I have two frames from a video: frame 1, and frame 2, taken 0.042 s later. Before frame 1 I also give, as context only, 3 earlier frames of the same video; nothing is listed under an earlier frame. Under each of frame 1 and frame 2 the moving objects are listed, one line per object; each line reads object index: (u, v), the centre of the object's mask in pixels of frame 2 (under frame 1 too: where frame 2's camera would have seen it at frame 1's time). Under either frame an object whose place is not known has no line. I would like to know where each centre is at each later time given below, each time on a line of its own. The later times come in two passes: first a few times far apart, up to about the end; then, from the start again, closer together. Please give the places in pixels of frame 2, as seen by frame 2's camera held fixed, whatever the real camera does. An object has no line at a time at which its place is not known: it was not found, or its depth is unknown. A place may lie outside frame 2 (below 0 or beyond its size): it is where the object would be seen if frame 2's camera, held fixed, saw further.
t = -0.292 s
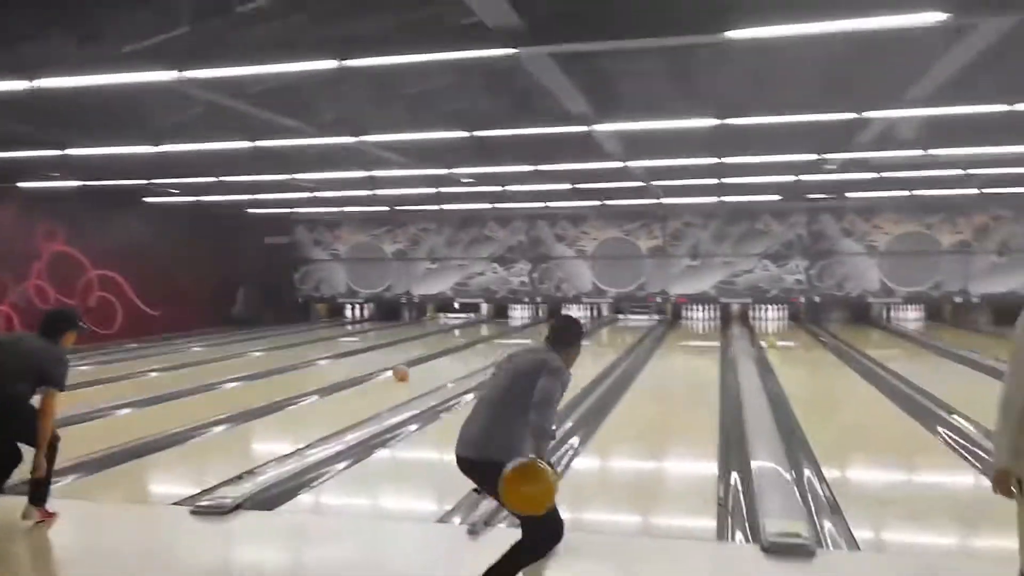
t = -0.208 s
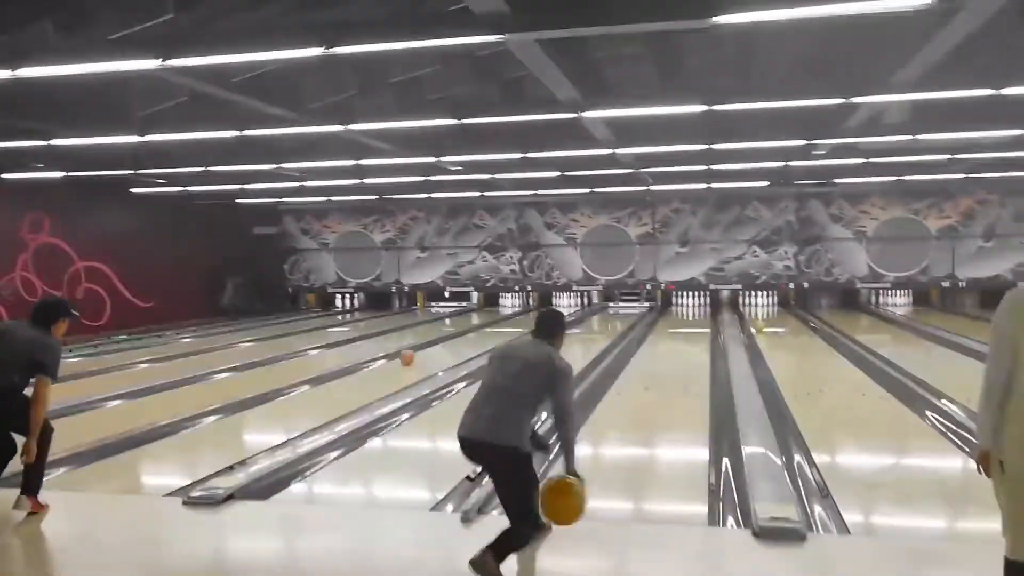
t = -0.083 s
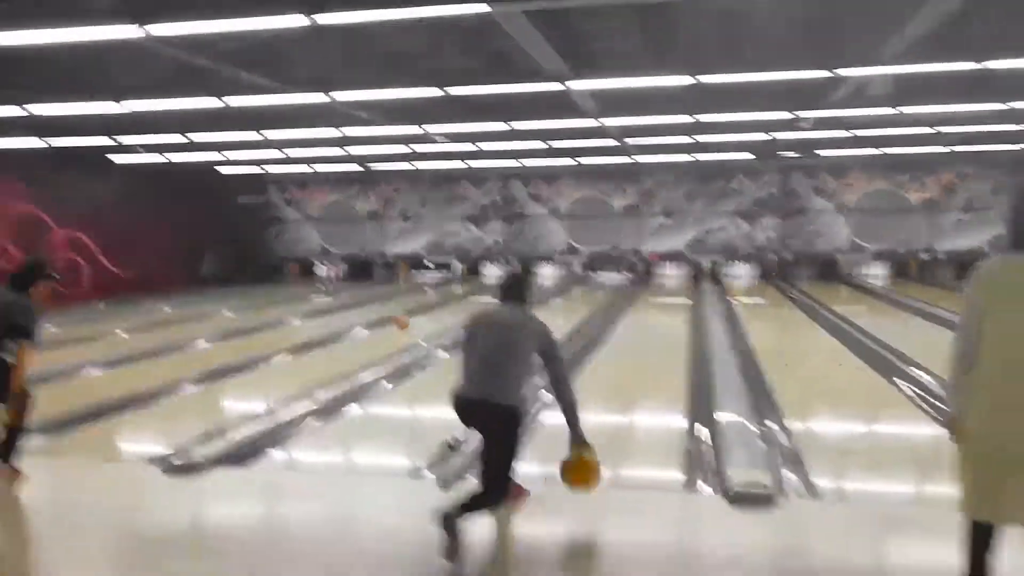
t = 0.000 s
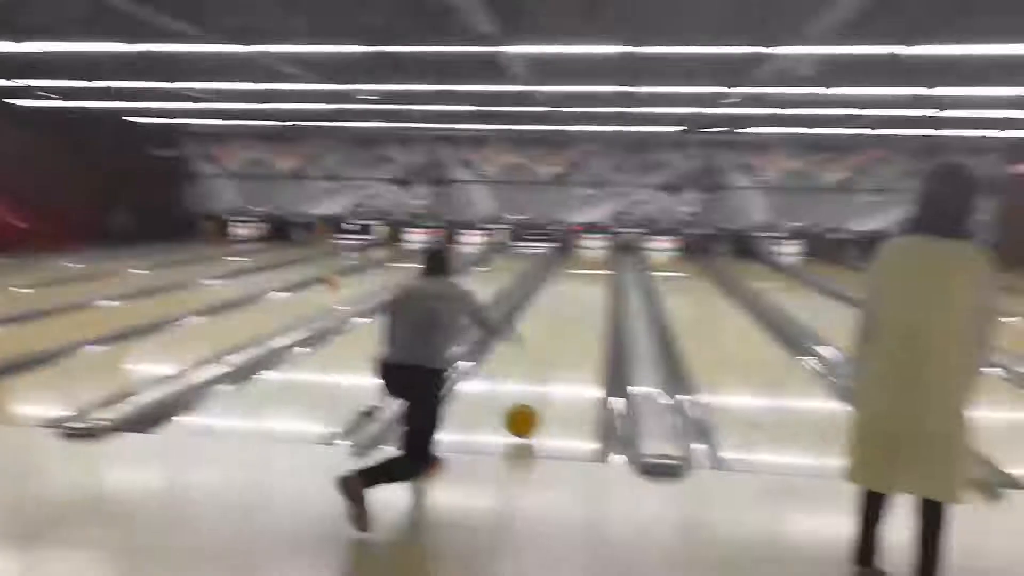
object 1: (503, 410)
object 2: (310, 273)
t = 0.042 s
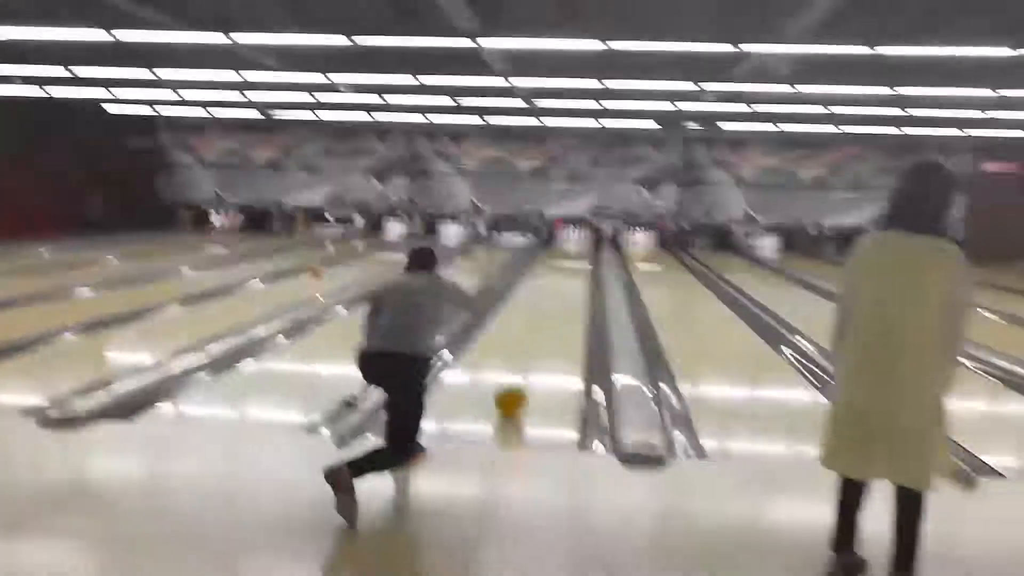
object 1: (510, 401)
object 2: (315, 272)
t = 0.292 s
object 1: (548, 344)
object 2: (347, 263)
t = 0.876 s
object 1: (582, 289)
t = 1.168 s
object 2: (405, 246)
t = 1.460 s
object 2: (418, 242)
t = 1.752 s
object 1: (600, 254)
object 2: (429, 238)
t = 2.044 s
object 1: (600, 250)
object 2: (432, 240)
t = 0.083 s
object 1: (516, 390)
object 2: (322, 271)
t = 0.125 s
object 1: (527, 376)
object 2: (331, 267)
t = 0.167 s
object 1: (532, 367)
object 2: (333, 266)
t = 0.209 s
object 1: (536, 361)
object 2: (336, 266)
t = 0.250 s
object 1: (541, 355)
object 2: (340, 263)
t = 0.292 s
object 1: (548, 344)
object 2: (347, 263)
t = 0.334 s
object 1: (551, 339)
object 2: (349, 262)
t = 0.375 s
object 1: (554, 335)
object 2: (353, 263)
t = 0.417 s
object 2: (355, 261)
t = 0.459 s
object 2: (362, 260)
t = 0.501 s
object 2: (363, 260)
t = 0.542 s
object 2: (364, 258)
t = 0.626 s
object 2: (375, 255)
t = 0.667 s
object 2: (376, 255)
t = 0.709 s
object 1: (575, 300)
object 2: (380, 254)
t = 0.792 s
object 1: (579, 293)
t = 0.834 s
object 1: (581, 291)
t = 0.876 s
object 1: (582, 289)
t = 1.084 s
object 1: (588, 276)
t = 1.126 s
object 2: (404, 247)
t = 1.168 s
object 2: (405, 246)
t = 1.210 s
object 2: (406, 245)
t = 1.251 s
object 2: (406, 245)
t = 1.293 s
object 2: (411, 244)
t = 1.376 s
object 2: (414, 244)
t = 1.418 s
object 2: (415, 243)
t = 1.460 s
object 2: (418, 242)
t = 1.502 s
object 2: (420, 241)
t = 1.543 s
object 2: (422, 241)
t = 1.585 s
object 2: (423, 241)
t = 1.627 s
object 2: (423, 240)
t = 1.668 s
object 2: (423, 240)
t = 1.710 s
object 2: (428, 239)
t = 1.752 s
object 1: (600, 254)
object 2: (429, 238)
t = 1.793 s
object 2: (430, 239)
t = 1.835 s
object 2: (431, 239)
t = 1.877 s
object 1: (600, 251)
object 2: (431, 239)
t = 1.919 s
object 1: (600, 251)
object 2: (431, 239)
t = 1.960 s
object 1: (600, 251)
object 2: (433, 240)
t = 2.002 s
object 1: (600, 250)
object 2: (433, 239)
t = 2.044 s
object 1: (600, 250)
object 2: (432, 240)
